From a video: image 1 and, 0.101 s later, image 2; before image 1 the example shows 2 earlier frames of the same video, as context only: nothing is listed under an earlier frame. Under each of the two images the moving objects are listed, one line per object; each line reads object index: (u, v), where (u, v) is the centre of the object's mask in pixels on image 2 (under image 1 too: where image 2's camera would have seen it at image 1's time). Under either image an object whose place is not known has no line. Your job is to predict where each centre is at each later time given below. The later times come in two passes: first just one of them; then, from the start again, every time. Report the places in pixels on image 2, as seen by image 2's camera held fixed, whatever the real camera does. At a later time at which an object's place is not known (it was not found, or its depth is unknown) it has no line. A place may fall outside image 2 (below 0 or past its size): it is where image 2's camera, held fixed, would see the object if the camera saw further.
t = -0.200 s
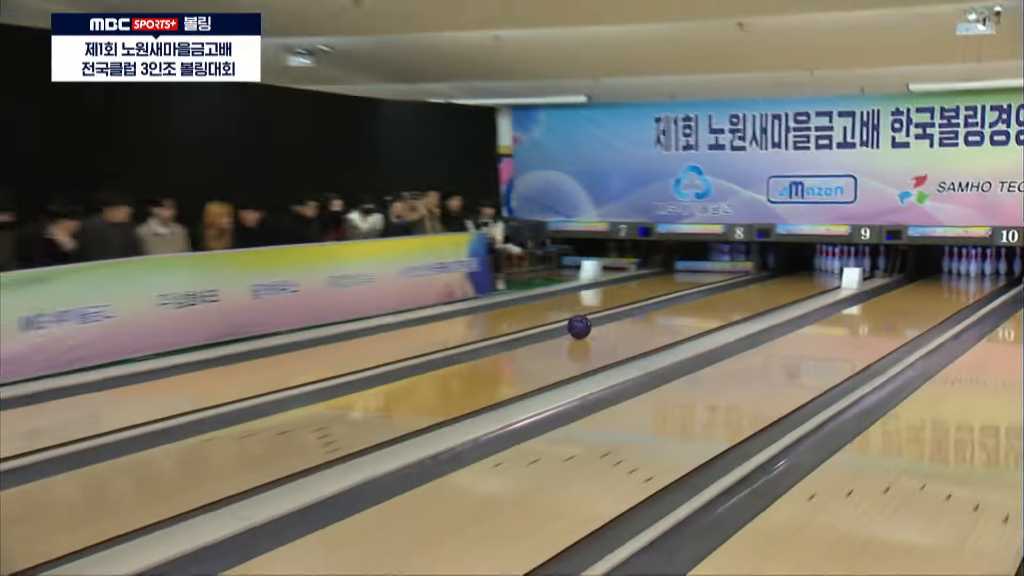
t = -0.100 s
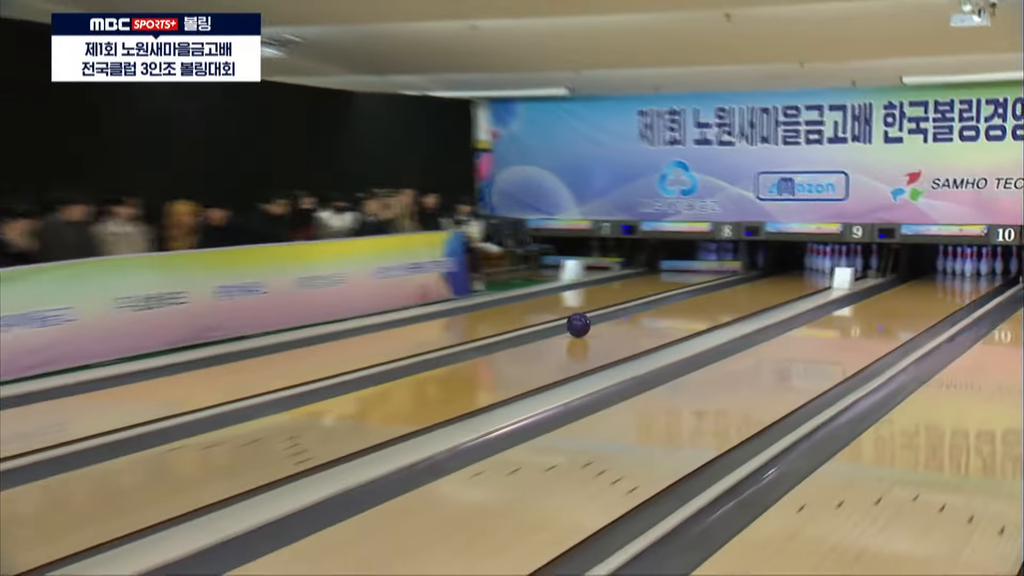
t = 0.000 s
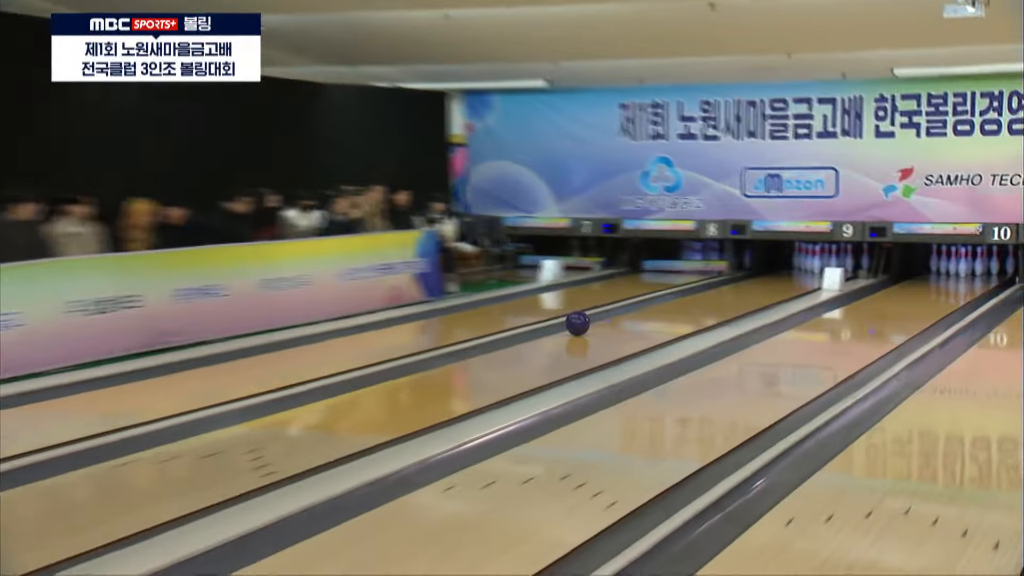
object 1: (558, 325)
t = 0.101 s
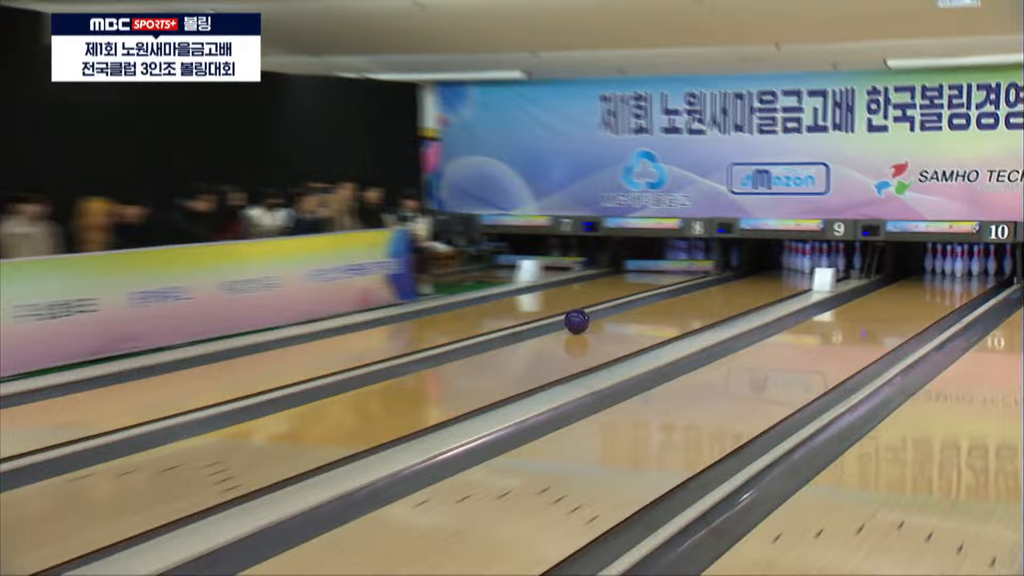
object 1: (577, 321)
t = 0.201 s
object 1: (599, 317)
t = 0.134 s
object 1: (586, 319)
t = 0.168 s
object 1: (590, 318)
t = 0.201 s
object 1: (599, 317)
